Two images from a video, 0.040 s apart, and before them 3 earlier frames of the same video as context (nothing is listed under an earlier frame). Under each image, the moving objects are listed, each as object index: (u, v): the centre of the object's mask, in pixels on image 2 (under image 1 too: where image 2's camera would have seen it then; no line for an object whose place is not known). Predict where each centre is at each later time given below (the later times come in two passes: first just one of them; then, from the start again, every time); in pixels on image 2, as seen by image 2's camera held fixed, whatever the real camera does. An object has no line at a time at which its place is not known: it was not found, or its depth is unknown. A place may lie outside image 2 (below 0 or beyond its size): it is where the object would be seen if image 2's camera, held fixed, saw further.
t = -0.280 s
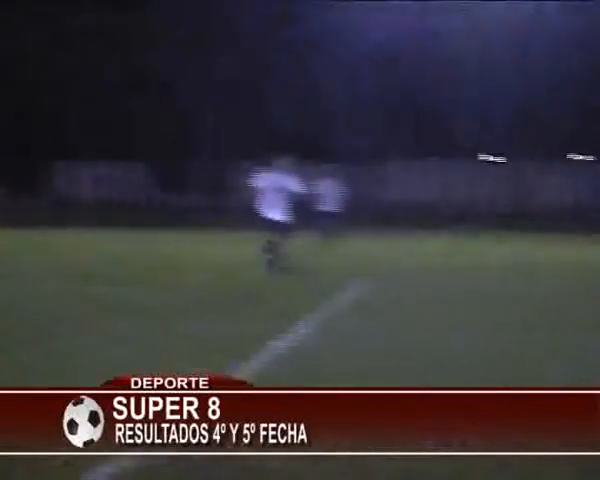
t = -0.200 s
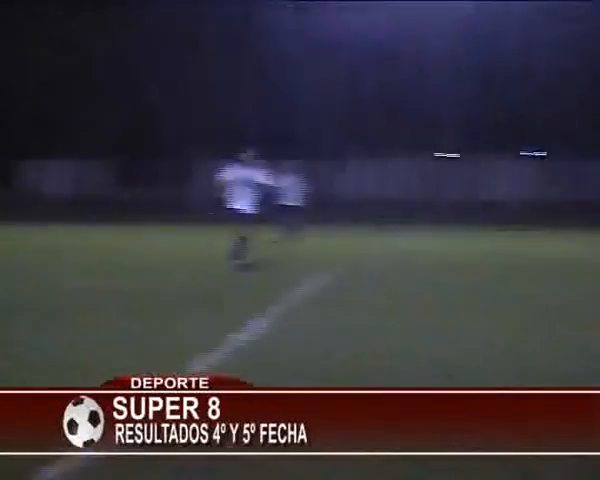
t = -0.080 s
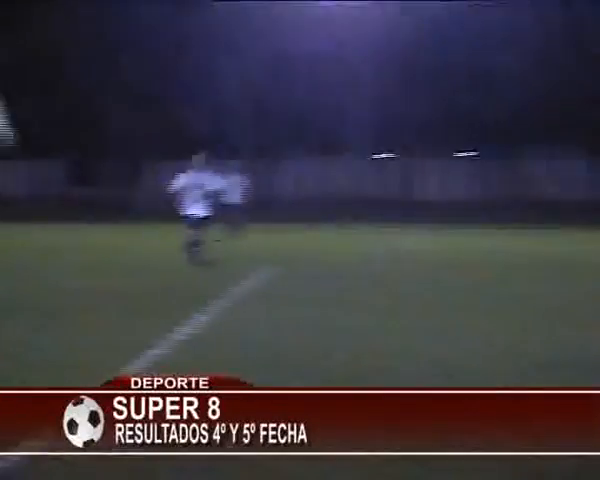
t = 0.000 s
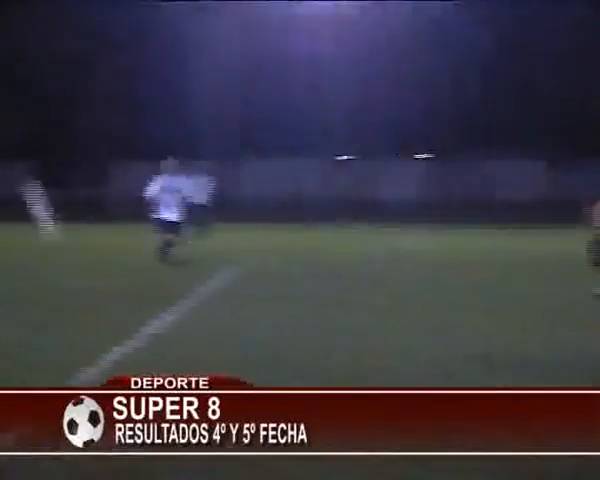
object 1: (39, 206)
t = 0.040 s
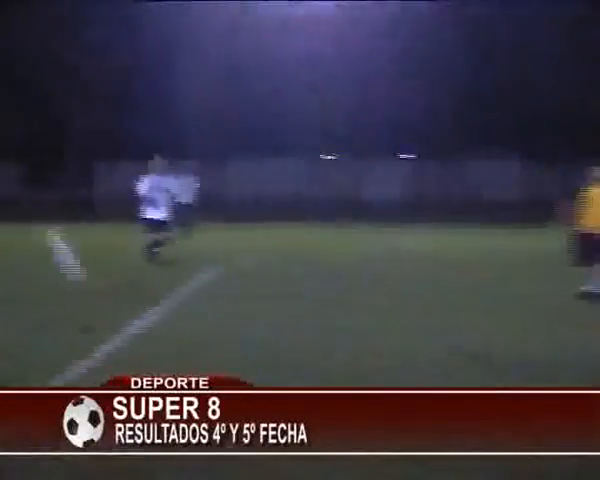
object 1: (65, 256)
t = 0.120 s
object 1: (112, 313)
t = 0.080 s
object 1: (91, 302)
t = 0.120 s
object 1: (112, 313)
